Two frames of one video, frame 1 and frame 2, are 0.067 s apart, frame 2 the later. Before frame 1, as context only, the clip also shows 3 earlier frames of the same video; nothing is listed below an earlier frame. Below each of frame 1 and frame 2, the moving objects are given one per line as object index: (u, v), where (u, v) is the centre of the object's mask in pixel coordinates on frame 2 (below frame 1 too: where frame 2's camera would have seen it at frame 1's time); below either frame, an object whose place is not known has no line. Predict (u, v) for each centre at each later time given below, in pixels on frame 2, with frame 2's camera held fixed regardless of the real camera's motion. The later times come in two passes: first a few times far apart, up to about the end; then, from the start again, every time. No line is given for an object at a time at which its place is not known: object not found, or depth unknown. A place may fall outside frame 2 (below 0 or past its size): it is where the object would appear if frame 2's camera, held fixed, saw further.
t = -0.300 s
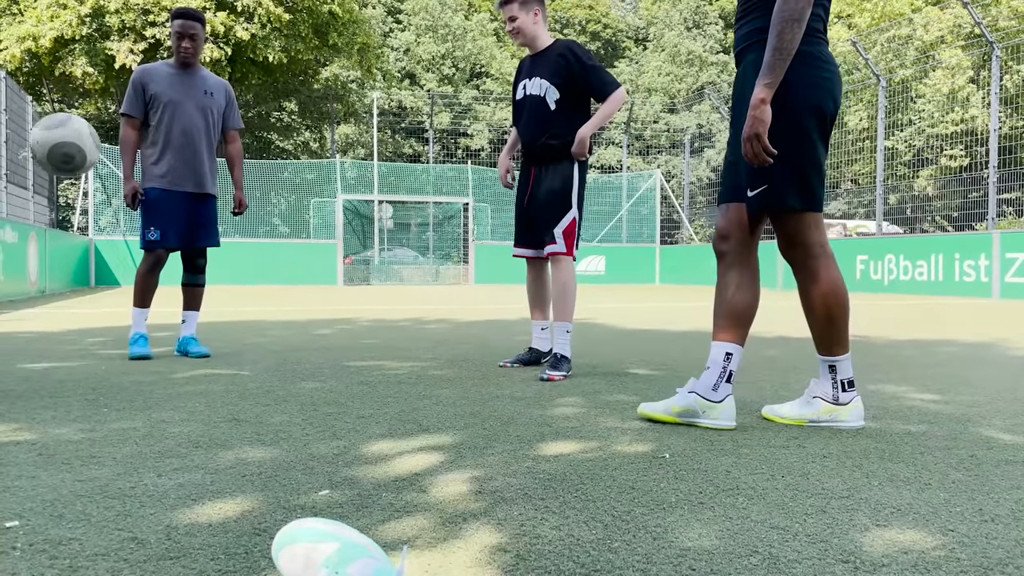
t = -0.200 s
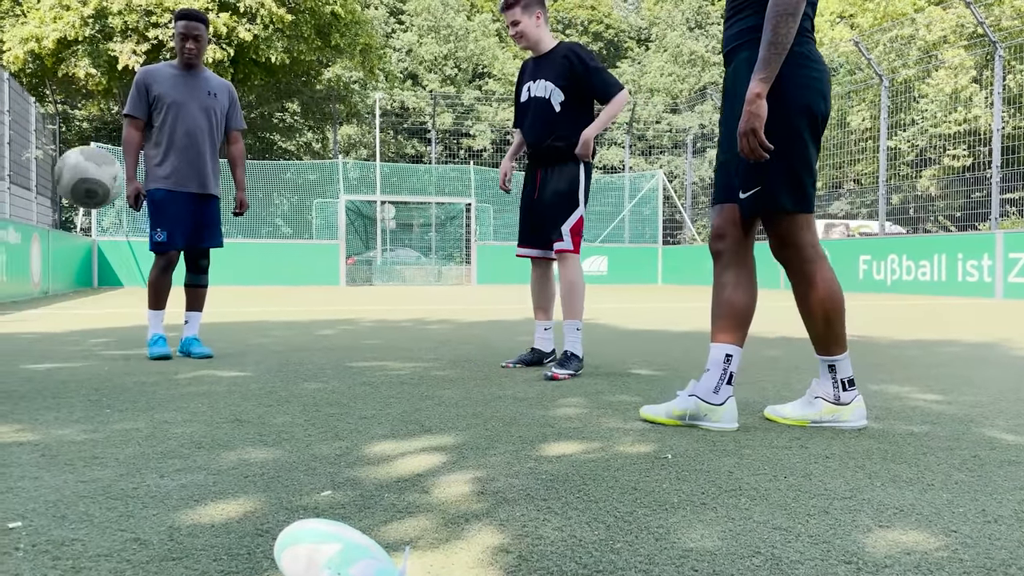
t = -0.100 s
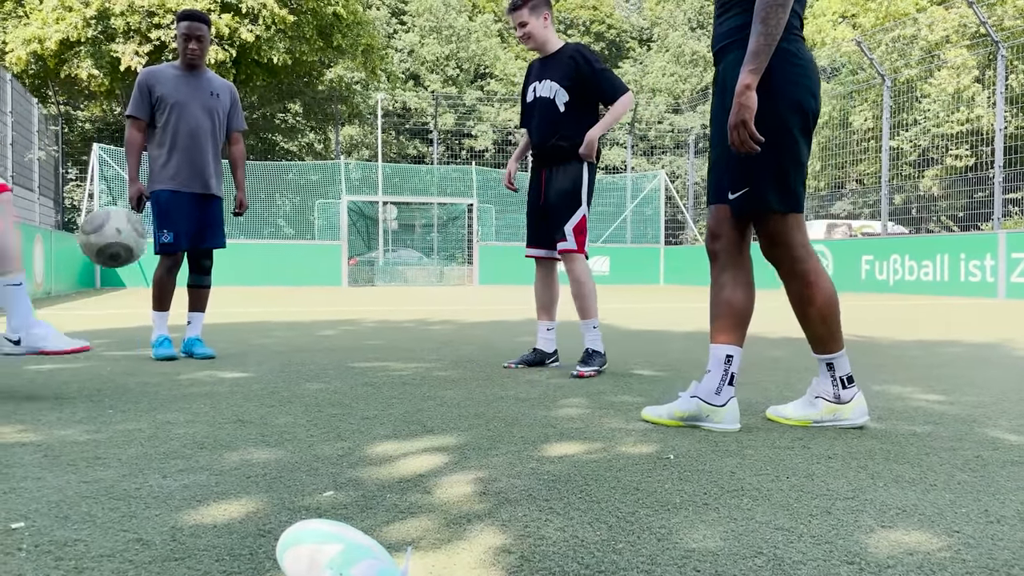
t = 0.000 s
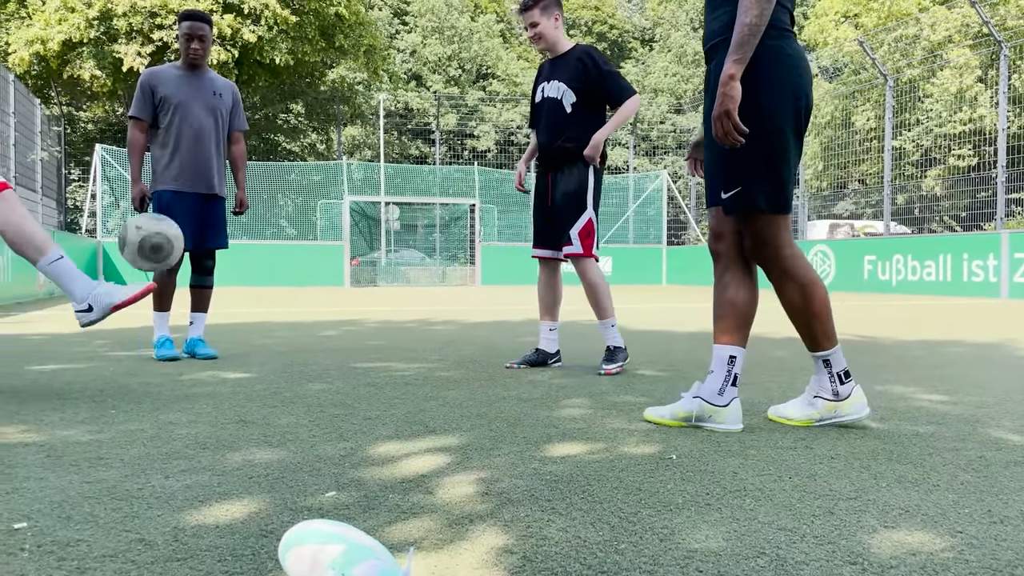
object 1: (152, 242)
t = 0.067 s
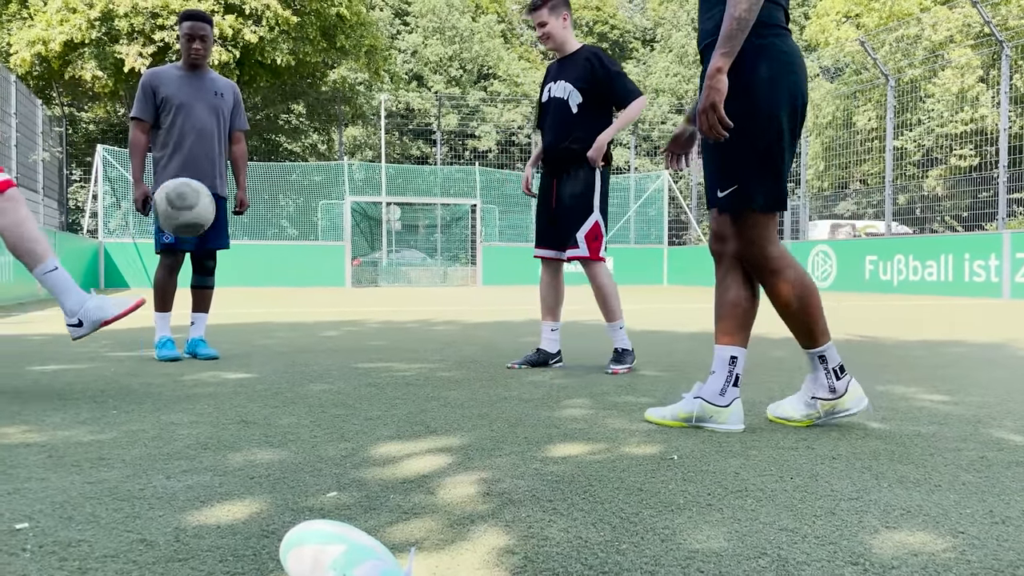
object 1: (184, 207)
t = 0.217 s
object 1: (249, 173)
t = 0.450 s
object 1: (337, 229)
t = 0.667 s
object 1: (400, 335)
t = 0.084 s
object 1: (191, 200)
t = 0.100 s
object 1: (199, 194)
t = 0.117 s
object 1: (206, 189)
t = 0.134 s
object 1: (213, 185)
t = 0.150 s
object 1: (220, 181)
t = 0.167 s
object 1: (228, 178)
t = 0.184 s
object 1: (235, 175)
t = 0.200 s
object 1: (242, 174)
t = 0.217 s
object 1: (249, 173)
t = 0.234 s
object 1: (255, 173)
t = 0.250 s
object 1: (262, 174)
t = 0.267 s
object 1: (269, 175)
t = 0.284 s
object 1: (276, 177)
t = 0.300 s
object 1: (282, 179)
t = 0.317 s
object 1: (288, 183)
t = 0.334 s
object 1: (295, 187)
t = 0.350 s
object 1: (301, 191)
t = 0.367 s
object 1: (307, 196)
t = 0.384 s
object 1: (314, 202)
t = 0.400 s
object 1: (320, 208)
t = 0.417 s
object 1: (326, 214)
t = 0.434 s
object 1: (331, 221)
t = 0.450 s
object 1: (337, 229)
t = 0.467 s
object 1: (343, 238)
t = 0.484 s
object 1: (348, 247)
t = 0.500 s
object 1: (354, 256)
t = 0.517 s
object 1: (359, 266)
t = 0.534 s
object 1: (365, 277)
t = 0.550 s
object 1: (370, 288)
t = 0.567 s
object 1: (375, 300)
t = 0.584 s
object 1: (381, 311)
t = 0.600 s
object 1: (386, 323)
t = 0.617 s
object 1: (390, 337)
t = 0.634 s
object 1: (396, 350)
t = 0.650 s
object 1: (398, 344)
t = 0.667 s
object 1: (400, 335)
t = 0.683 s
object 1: (403, 326)
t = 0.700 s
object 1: (405, 316)
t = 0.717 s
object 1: (407, 308)
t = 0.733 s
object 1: (409, 301)
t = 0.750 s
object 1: (411, 295)
